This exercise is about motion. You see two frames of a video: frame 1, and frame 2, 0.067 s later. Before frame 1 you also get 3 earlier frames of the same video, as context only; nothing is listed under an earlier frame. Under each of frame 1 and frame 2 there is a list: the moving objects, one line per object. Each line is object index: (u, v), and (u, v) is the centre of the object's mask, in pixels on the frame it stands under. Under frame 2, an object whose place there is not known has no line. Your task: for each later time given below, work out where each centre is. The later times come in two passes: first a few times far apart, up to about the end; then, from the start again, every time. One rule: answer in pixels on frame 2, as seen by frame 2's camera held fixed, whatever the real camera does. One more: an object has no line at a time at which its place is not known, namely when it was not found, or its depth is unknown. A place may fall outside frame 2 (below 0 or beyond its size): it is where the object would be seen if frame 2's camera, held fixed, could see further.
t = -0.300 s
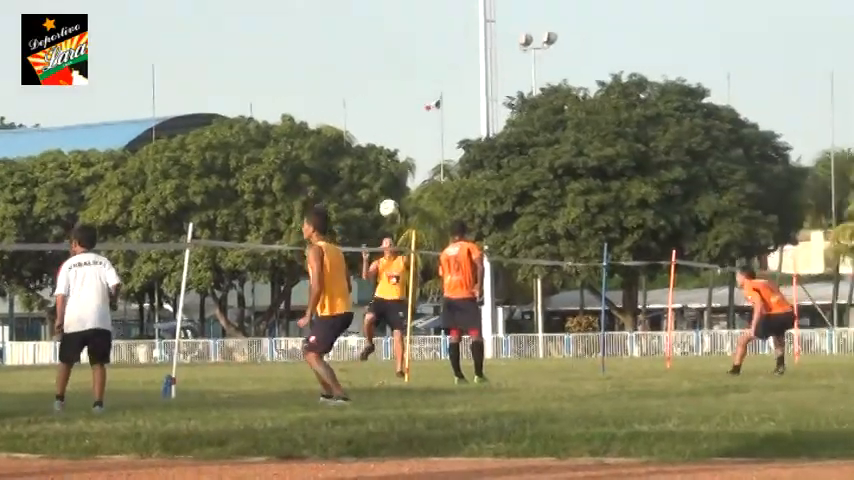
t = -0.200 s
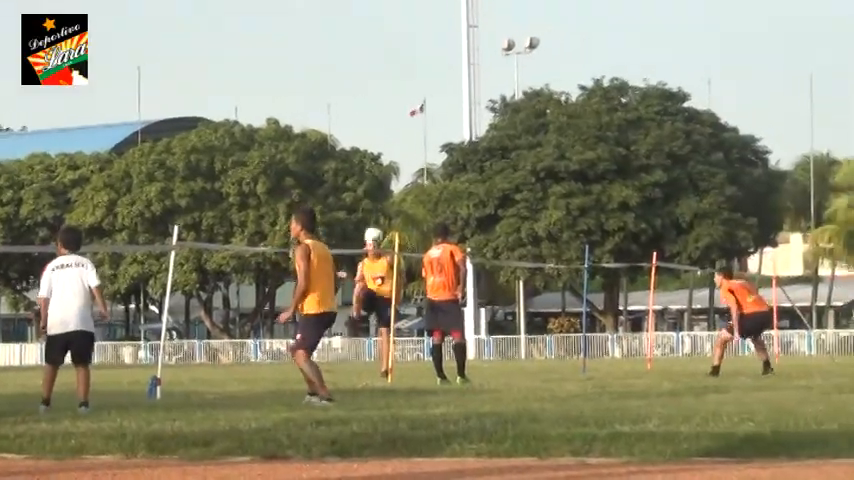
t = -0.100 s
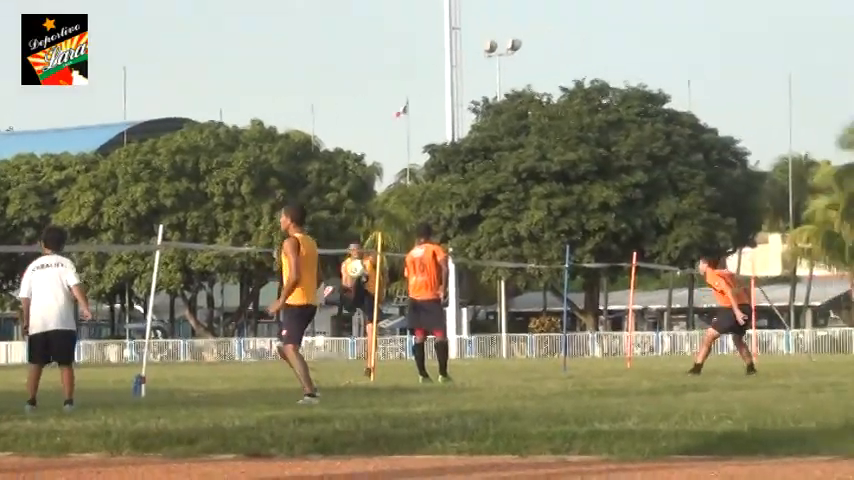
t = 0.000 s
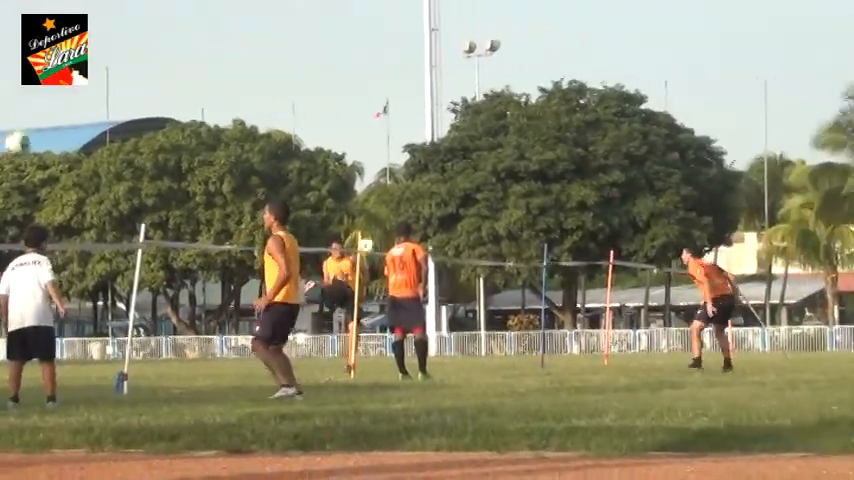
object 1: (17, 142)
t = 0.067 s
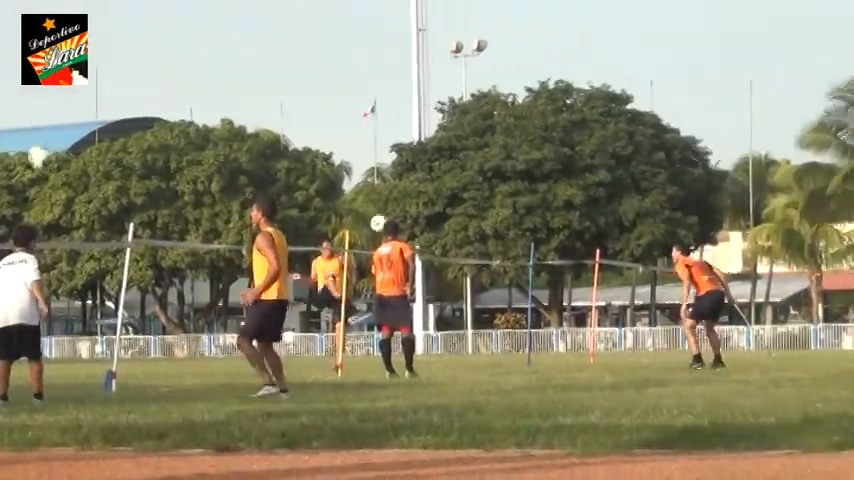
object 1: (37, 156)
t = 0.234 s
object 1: (130, 216)
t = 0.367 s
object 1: (198, 285)
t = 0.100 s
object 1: (56, 165)
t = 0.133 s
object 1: (75, 174)
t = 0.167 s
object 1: (93, 187)
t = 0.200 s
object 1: (114, 201)
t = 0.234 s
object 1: (130, 216)
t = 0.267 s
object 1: (146, 230)
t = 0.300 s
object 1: (162, 247)
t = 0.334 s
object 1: (180, 265)
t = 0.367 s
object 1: (198, 285)
